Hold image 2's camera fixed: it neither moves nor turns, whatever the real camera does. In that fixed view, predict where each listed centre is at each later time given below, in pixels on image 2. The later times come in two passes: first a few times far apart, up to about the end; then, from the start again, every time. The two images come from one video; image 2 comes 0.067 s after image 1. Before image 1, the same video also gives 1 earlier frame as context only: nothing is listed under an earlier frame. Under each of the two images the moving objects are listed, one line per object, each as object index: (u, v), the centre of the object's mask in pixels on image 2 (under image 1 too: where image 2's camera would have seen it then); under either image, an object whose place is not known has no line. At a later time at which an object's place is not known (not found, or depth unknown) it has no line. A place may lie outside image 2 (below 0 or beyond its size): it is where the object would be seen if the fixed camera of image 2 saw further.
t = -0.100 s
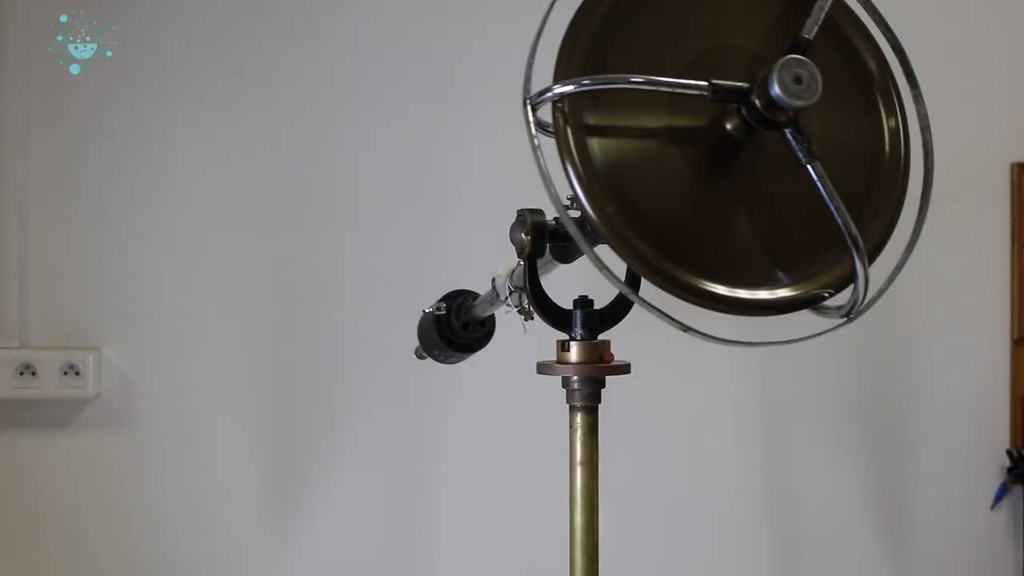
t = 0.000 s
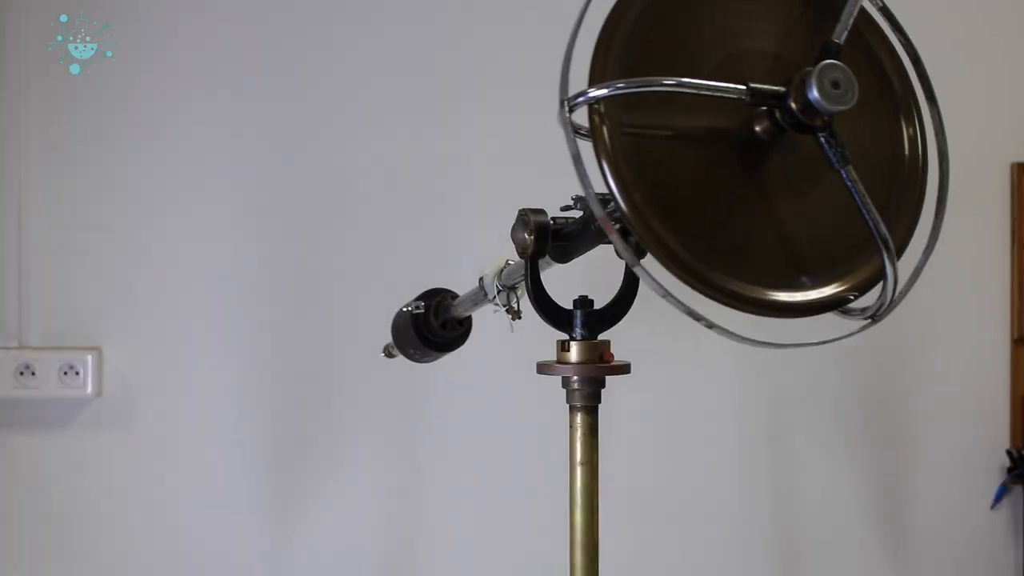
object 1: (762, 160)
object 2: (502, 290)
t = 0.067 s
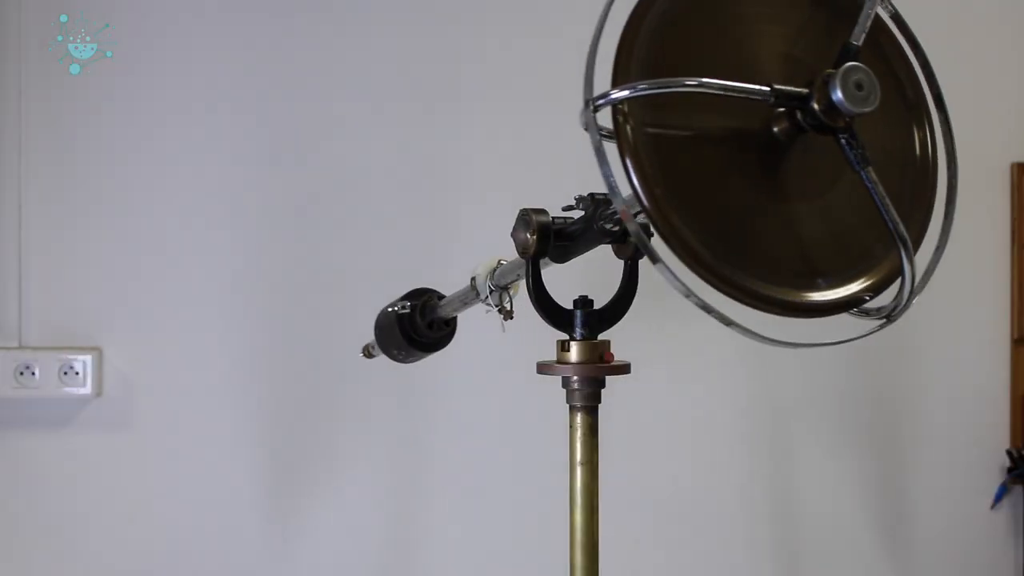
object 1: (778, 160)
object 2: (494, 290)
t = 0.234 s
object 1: (811, 161)
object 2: (475, 289)
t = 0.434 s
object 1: (847, 161)
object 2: (455, 288)
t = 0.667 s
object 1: (884, 160)
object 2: (433, 287)
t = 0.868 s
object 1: (907, 161)
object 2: (416, 287)
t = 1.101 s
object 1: (916, 168)
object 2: (400, 287)
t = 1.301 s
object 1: (914, 172)
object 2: (390, 286)
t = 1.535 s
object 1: (906, 173)
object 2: (383, 286)
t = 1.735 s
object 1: (898, 172)
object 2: (380, 286)
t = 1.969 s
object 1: (886, 175)
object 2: (381, 285)
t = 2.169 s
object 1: (869, 178)
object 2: (386, 284)
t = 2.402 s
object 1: (841, 182)
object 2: (398, 284)
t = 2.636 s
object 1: (800, 187)
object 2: (415, 281)
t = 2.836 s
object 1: (770, 190)
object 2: (434, 281)
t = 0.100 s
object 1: (784, 161)
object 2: (490, 290)
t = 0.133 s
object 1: (792, 161)
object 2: (486, 289)
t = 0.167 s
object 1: (798, 160)
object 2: (483, 289)
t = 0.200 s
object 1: (805, 161)
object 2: (478, 289)
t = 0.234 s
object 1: (811, 161)
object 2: (475, 289)
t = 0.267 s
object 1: (819, 161)
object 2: (471, 288)
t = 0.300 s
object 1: (824, 161)
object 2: (468, 288)
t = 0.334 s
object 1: (831, 162)
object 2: (464, 288)
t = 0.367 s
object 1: (836, 162)
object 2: (461, 288)
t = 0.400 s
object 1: (842, 162)
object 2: (458, 288)
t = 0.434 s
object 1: (847, 161)
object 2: (455, 288)
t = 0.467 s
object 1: (853, 161)
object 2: (451, 288)
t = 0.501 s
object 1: (859, 161)
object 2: (447, 288)
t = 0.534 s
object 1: (863, 161)
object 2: (445, 288)
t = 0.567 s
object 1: (869, 161)
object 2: (441, 288)
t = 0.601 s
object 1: (874, 160)
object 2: (439, 287)
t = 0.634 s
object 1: (880, 160)
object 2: (435, 287)
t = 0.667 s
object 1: (884, 160)
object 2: (433, 287)
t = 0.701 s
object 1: (890, 160)
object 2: (429, 287)
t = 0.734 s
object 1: (893, 160)
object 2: (427, 287)
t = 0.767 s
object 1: (898, 160)
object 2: (424, 288)
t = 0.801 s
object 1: (901, 160)
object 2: (422, 288)
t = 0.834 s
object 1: (905, 160)
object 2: (419, 288)
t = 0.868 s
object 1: (907, 161)
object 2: (416, 287)
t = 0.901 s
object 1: (910, 163)
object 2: (414, 287)
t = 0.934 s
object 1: (911, 165)
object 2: (411, 287)
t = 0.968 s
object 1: (913, 166)
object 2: (409, 287)
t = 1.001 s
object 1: (914, 167)
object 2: (407, 287)
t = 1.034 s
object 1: (915, 167)
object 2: (404, 287)
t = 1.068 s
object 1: (915, 168)
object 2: (403, 287)
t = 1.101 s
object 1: (916, 168)
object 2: (400, 287)
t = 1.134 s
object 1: (916, 169)
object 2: (399, 287)
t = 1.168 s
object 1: (916, 170)
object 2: (397, 287)
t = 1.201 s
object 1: (916, 171)
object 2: (395, 287)
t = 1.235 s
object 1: (915, 172)
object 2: (393, 286)
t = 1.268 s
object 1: (914, 172)
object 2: (391, 286)
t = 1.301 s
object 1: (914, 172)
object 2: (390, 286)
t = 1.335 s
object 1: (913, 172)
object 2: (388, 287)
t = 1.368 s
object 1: (912, 172)
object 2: (387, 287)
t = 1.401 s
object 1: (911, 172)
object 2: (386, 287)
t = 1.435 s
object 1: (910, 172)
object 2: (385, 287)
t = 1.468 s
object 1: (908, 172)
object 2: (384, 287)
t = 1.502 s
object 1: (907, 172)
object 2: (383, 286)
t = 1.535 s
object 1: (906, 173)
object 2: (383, 286)
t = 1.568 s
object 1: (904, 173)
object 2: (382, 286)
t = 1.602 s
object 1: (902, 172)
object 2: (381, 285)
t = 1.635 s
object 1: (901, 172)
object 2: (381, 285)
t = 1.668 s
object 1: (900, 172)
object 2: (380, 286)
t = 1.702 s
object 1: (899, 172)
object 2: (380, 286)
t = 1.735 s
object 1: (898, 172)
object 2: (380, 286)
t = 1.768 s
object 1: (897, 172)
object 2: (380, 286)
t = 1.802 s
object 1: (895, 172)
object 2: (380, 286)
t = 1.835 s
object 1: (894, 173)
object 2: (380, 286)
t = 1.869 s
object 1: (892, 174)
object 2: (380, 286)
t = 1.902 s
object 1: (890, 175)
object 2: (381, 286)
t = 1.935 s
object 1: (888, 175)
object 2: (381, 286)
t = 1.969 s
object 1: (886, 175)
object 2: (381, 285)
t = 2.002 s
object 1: (884, 175)
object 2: (382, 285)
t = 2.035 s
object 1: (881, 176)
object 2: (383, 285)
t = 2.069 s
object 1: (878, 176)
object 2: (383, 285)
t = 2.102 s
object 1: (875, 176)
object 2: (385, 285)
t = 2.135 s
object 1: (873, 177)
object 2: (385, 285)
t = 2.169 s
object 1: (869, 178)
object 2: (386, 284)
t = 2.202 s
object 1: (866, 179)
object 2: (388, 284)
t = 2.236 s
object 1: (862, 180)
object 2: (389, 284)
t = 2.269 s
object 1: (858, 180)
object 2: (391, 284)
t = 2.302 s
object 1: (853, 181)
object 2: (393, 284)
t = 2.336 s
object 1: (849, 181)
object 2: (394, 284)
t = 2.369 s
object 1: (844, 181)
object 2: (396, 284)
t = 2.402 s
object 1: (841, 182)
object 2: (398, 284)
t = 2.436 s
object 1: (835, 183)
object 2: (400, 283)
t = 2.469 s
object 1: (831, 183)
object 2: (402, 283)
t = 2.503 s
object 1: (825, 184)
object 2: (404, 282)
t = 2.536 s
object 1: (821, 185)
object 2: (406, 282)
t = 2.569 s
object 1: (814, 186)
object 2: (409, 282)
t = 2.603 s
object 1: (806, 187)
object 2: (412, 282)
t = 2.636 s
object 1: (800, 187)
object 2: (415, 281)
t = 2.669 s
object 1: (796, 187)
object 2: (418, 281)
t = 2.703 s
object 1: (790, 187)
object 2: (421, 281)
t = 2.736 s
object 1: (786, 188)
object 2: (423, 282)
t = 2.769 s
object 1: (780, 189)
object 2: (427, 282)
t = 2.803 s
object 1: (774, 189)
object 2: (431, 281)
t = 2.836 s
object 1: (770, 190)
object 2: (434, 281)
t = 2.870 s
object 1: (765, 190)
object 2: (440, 280)
